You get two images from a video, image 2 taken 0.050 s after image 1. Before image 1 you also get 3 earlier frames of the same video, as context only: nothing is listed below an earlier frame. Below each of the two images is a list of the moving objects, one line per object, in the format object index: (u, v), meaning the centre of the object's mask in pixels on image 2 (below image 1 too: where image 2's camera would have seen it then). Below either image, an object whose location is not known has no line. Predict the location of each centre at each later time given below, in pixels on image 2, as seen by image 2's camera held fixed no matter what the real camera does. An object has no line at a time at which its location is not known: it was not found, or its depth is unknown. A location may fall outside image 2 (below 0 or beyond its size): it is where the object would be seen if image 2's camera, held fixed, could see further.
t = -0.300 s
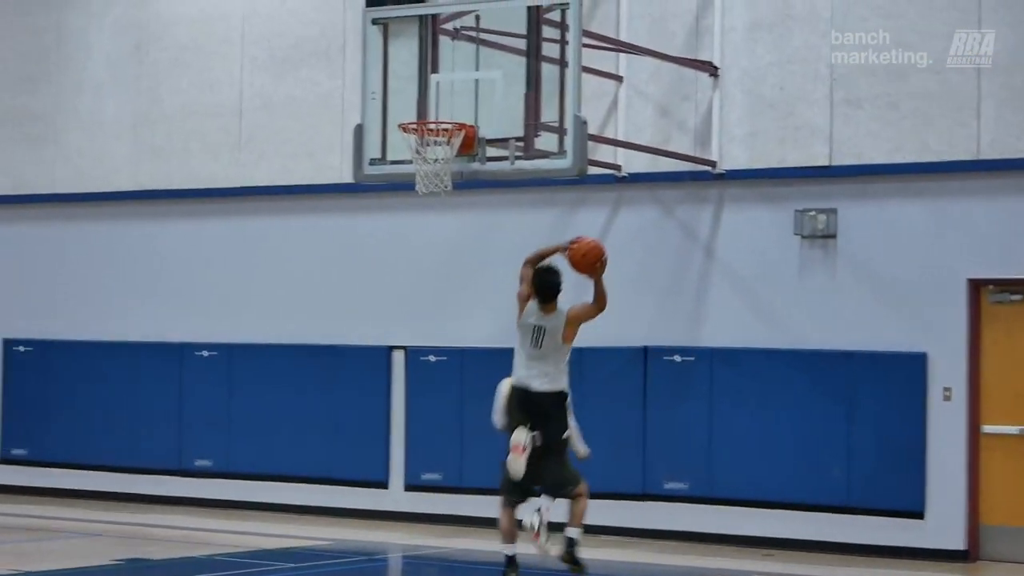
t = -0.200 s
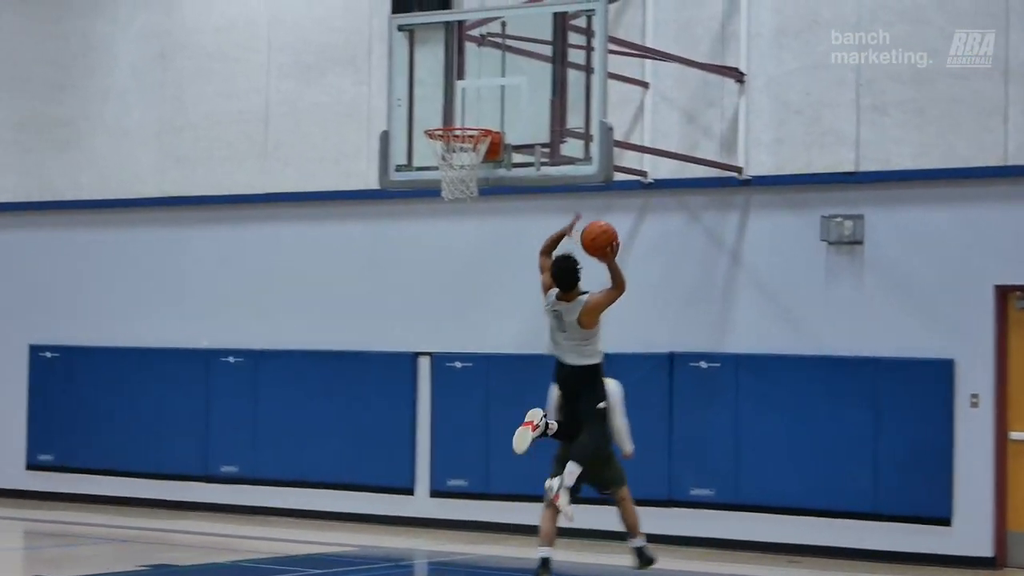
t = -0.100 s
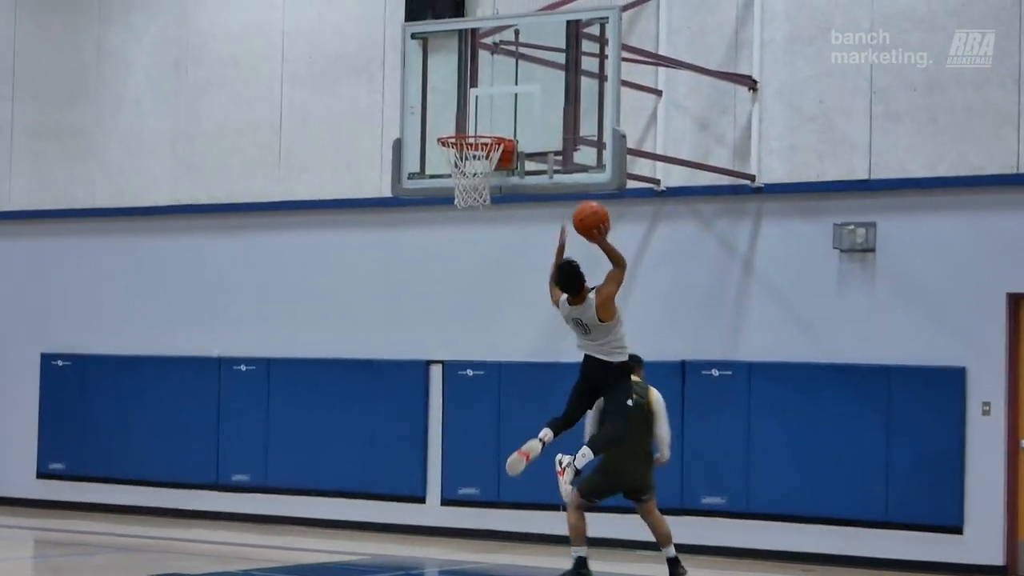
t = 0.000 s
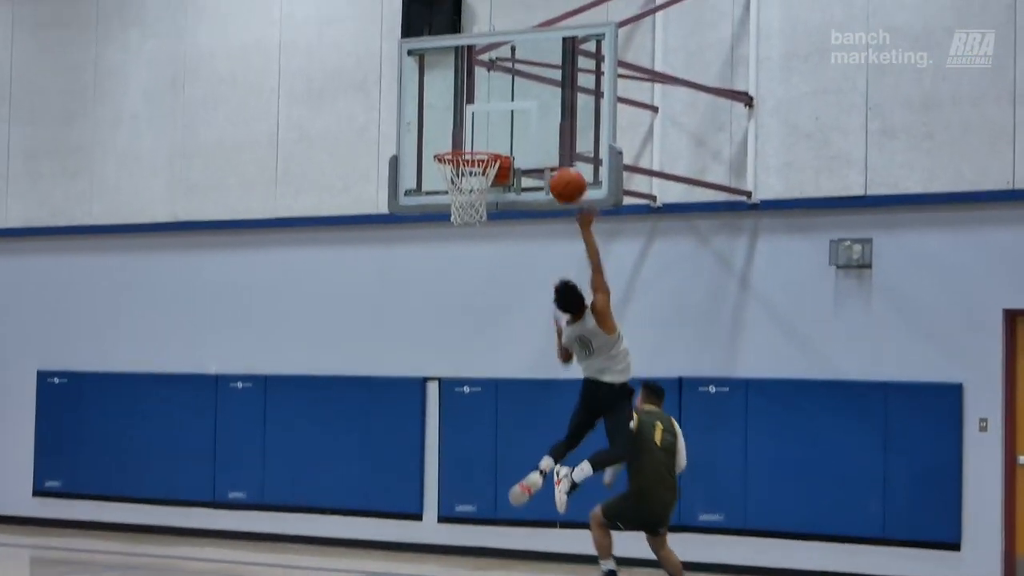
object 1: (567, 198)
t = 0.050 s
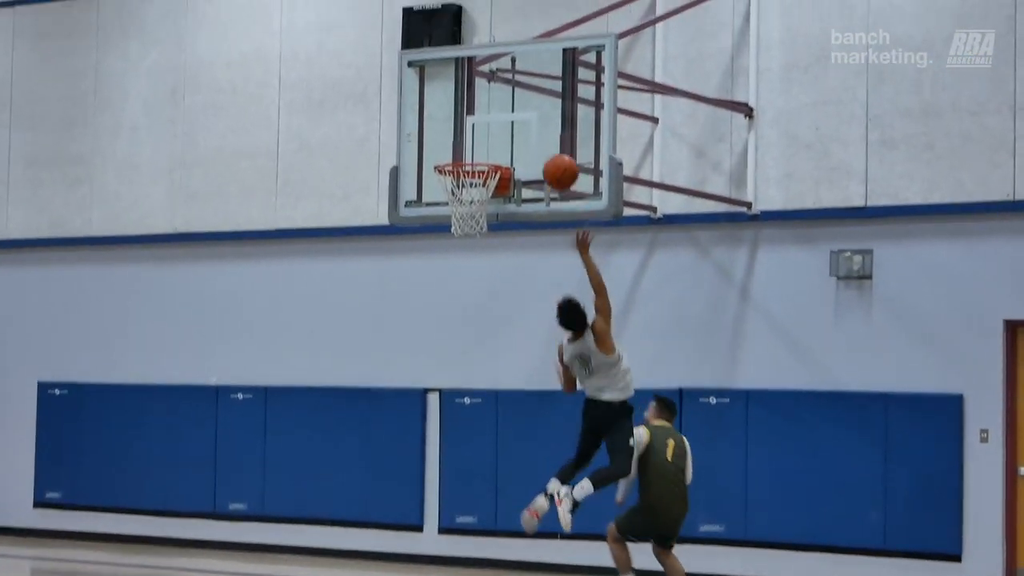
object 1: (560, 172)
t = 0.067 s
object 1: (558, 164)
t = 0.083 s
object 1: (556, 156)
